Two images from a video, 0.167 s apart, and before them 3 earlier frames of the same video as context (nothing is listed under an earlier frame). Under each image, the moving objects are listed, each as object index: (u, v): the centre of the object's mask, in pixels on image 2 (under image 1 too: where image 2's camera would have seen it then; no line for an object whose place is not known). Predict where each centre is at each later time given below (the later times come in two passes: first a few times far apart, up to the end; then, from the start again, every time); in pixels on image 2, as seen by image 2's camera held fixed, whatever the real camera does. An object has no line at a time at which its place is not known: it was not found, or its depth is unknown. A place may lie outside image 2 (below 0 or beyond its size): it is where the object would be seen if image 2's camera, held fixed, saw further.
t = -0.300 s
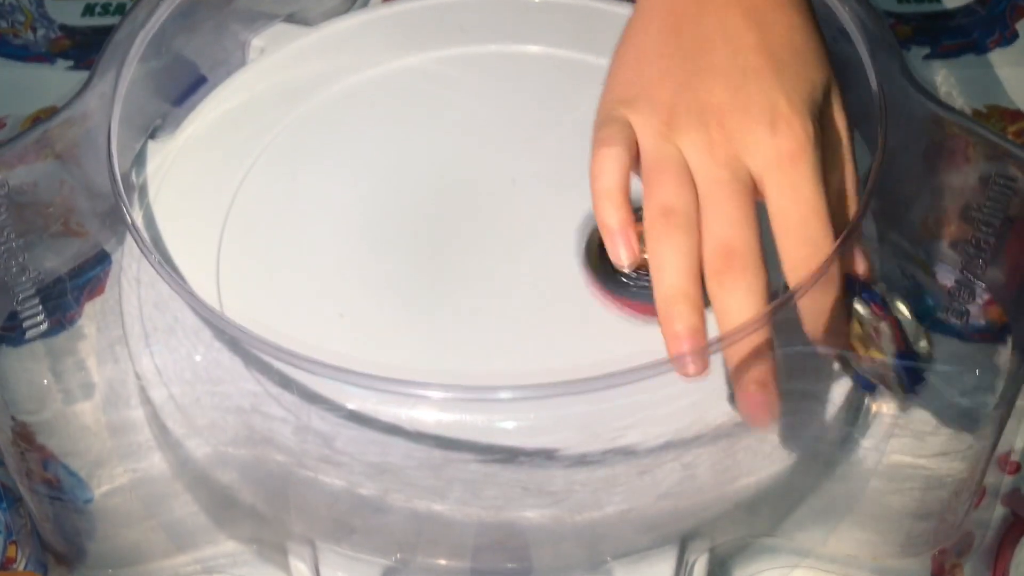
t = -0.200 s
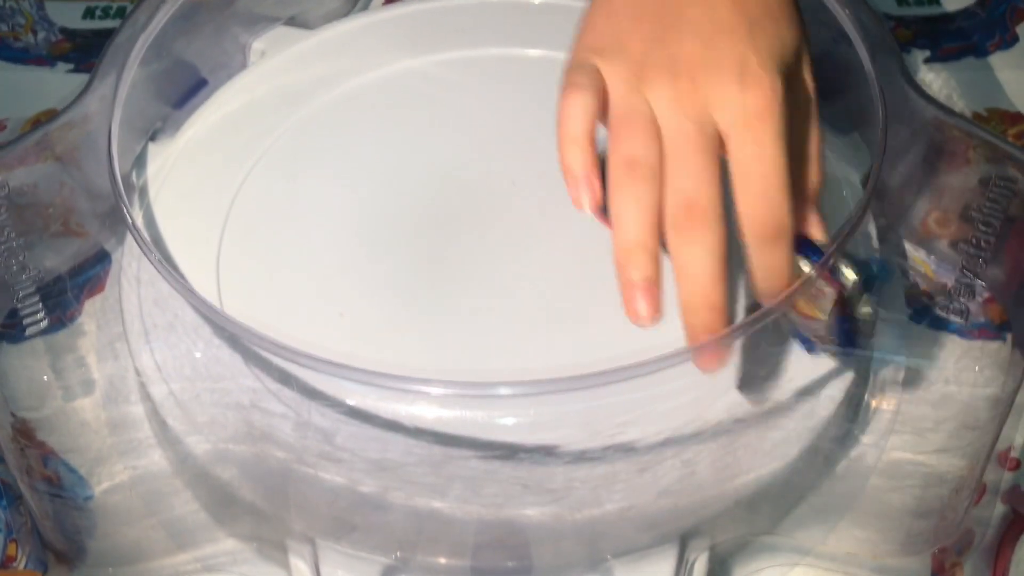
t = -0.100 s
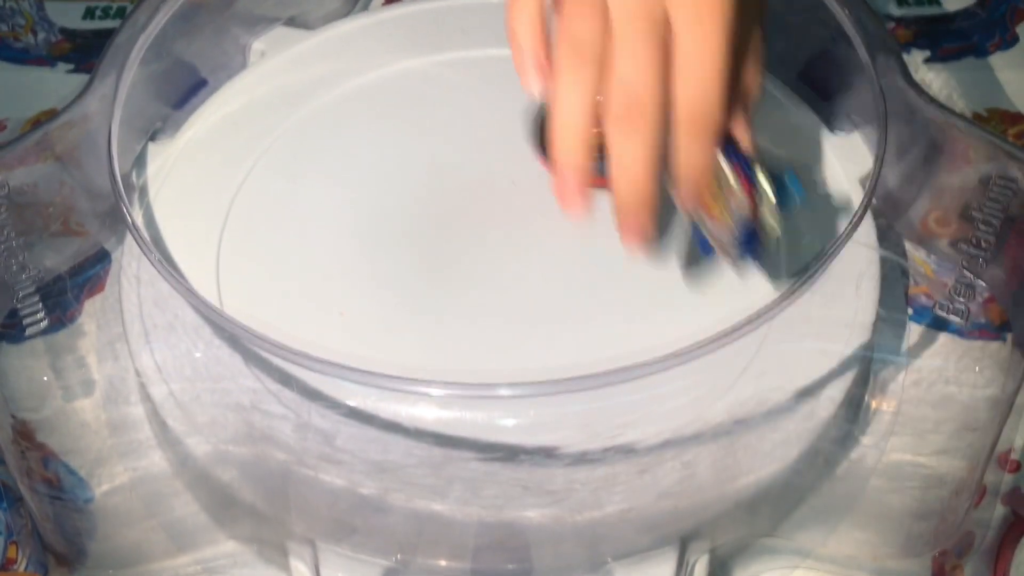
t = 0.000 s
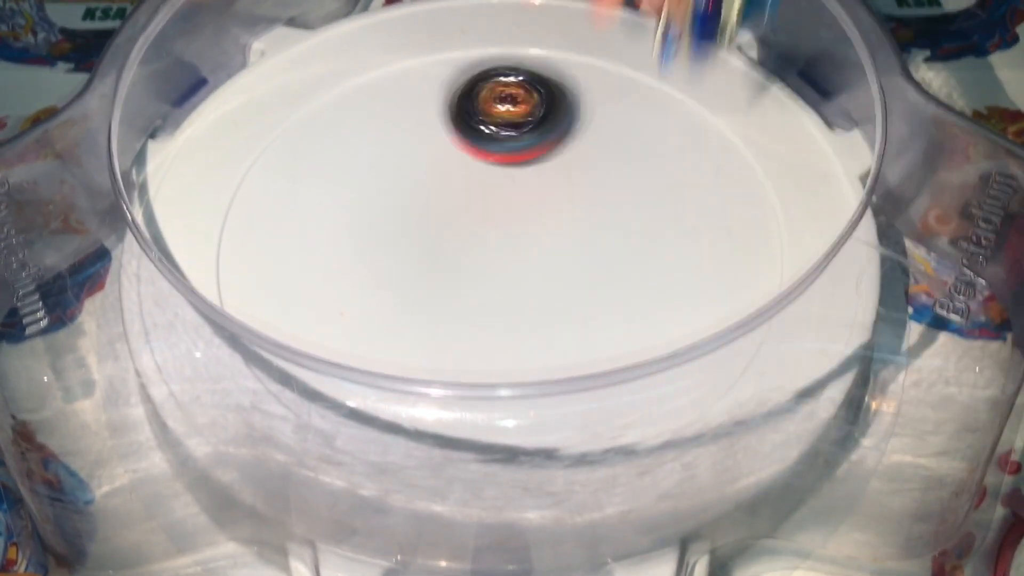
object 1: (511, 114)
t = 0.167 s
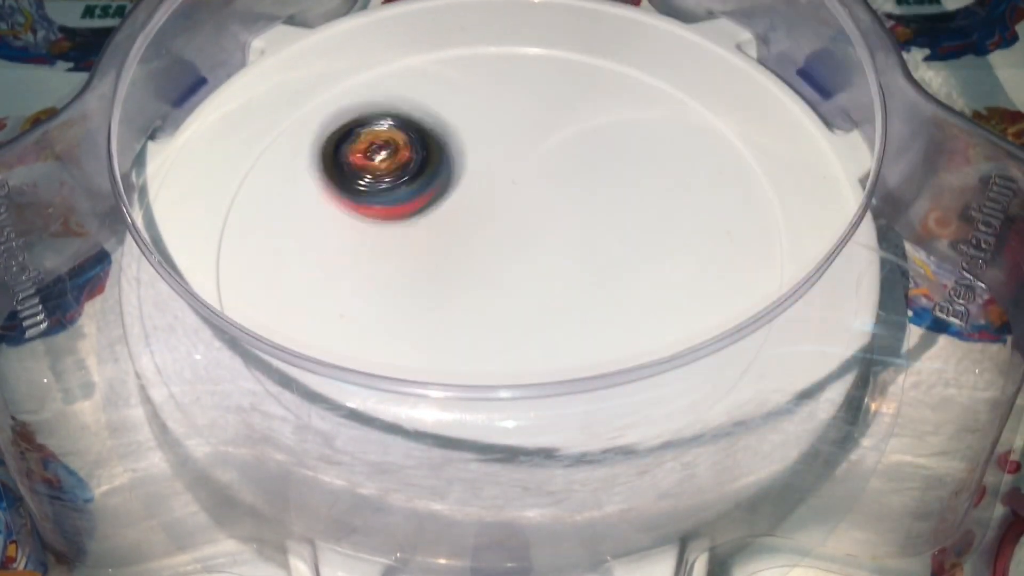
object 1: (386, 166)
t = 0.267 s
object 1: (359, 233)
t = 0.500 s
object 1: (521, 332)
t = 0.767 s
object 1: (657, 196)
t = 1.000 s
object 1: (512, 111)
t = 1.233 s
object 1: (365, 204)
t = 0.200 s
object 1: (371, 186)
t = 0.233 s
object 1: (362, 209)
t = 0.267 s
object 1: (359, 233)
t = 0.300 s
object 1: (364, 259)
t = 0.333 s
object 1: (376, 282)
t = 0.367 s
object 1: (395, 302)
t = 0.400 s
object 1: (421, 318)
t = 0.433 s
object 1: (452, 328)
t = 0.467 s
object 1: (486, 333)
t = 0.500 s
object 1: (521, 332)
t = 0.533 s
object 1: (553, 328)
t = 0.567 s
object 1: (585, 319)
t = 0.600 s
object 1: (612, 305)
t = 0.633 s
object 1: (633, 286)
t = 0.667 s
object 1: (649, 263)
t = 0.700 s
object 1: (657, 241)
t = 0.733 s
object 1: (660, 218)
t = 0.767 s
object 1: (657, 196)
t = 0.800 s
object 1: (647, 174)
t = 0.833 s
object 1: (633, 157)
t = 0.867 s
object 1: (613, 140)
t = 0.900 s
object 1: (591, 128)
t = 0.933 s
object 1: (565, 119)
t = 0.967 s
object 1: (539, 113)
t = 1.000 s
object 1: (512, 111)
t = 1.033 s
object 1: (483, 114)
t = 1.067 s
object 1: (457, 120)
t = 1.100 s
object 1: (432, 130)
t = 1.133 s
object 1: (410, 146)
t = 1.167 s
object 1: (390, 162)
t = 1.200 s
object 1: (375, 181)
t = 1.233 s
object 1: (365, 204)
